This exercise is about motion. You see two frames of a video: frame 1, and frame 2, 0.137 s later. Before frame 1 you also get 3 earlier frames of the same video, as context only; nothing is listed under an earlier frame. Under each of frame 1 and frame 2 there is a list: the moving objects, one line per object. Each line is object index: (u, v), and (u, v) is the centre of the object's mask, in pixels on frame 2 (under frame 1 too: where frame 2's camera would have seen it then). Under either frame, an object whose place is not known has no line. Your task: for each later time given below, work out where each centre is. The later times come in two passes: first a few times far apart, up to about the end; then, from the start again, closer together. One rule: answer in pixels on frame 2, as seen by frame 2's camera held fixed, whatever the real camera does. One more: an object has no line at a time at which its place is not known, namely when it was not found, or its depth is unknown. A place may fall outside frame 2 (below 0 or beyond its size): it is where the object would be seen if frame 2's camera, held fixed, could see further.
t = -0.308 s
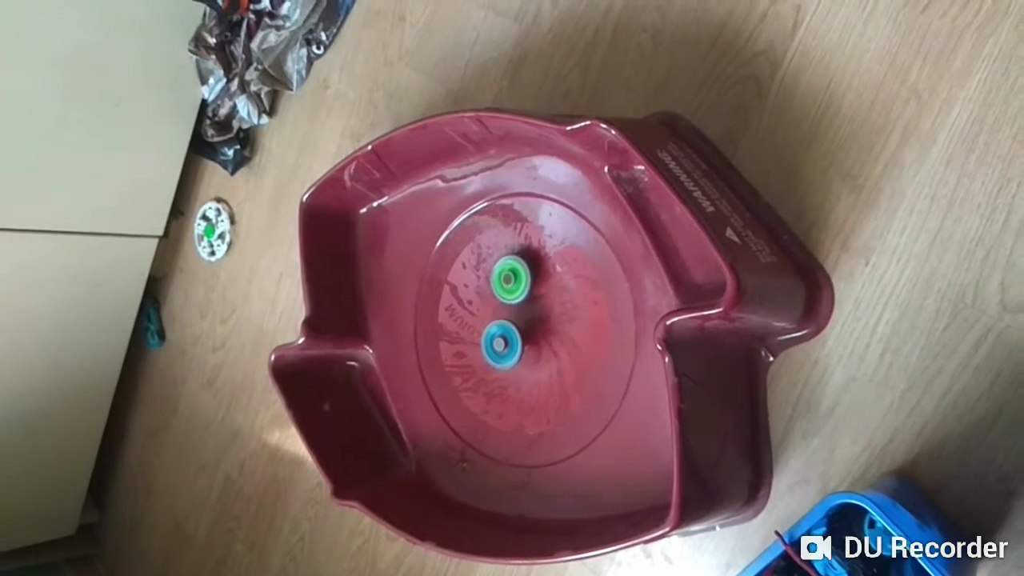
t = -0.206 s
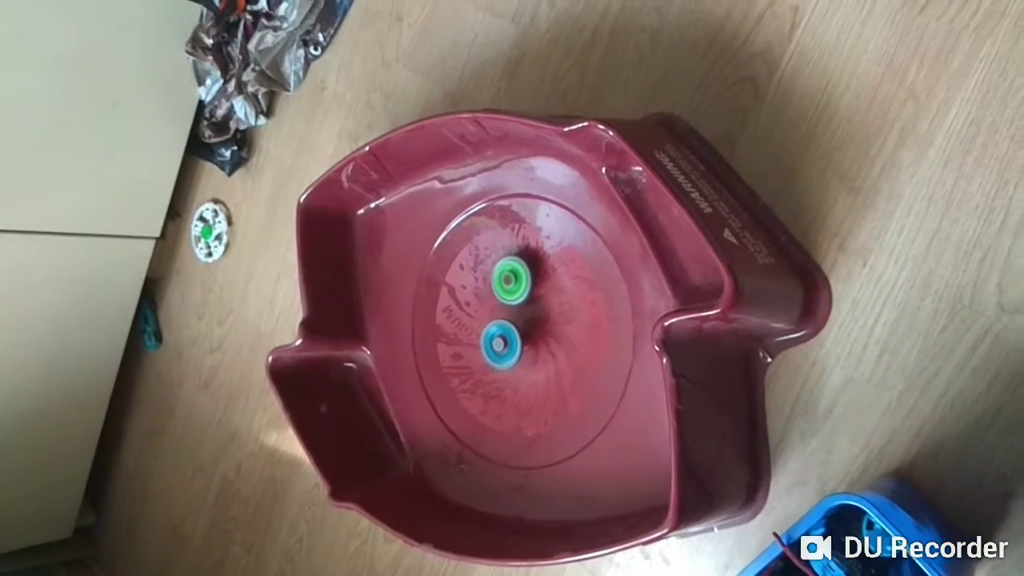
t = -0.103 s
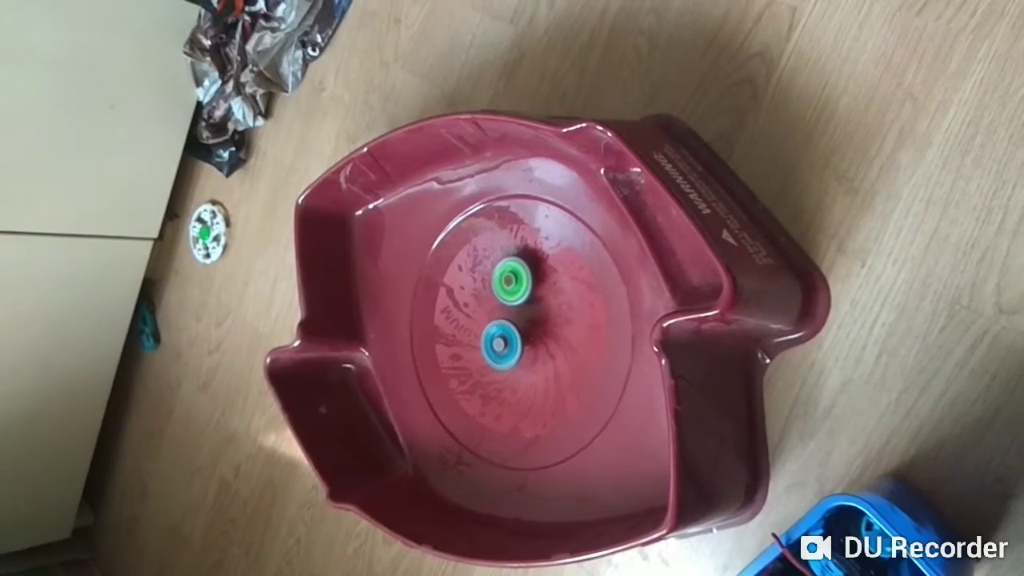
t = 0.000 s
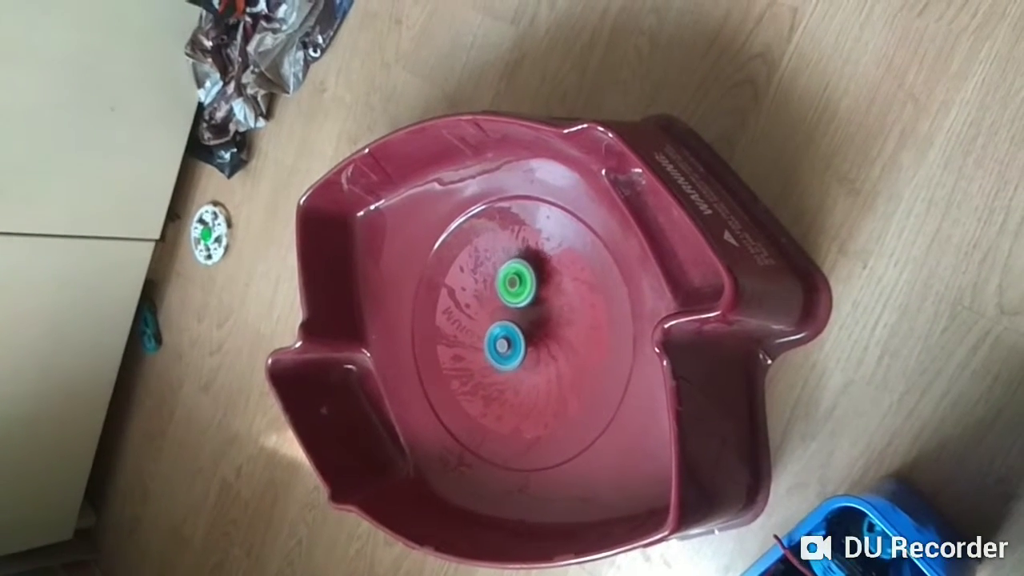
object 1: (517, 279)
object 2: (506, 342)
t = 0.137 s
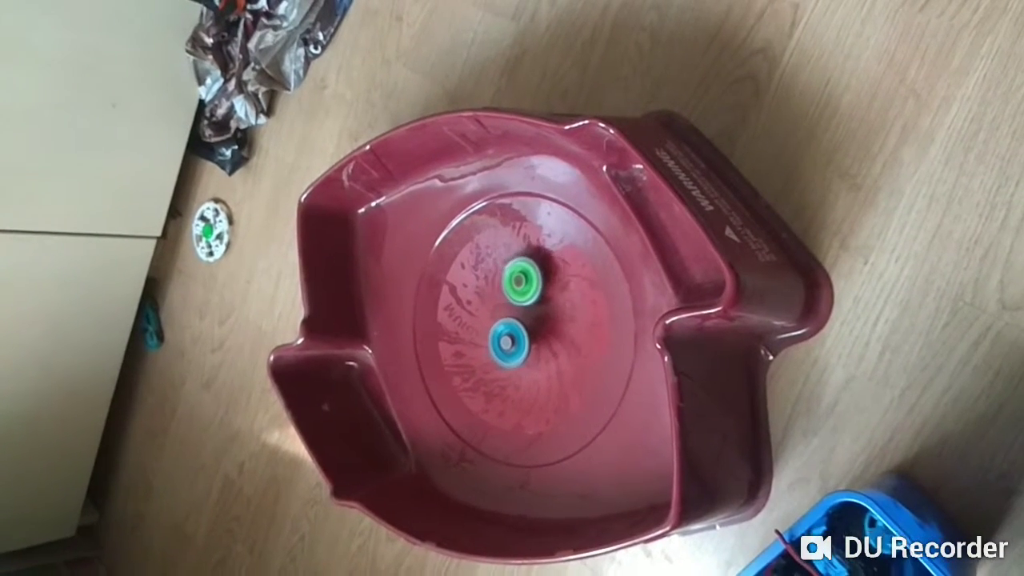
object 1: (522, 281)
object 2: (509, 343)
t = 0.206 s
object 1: (524, 282)
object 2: (510, 343)
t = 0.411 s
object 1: (533, 288)
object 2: (513, 347)
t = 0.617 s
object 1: (542, 294)
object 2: (515, 351)
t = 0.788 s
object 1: (548, 301)
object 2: (515, 356)
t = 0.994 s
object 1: (552, 307)
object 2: (514, 360)
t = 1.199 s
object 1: (554, 313)
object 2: (512, 361)
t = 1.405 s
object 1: (556, 324)
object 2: (511, 360)
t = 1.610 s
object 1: (557, 334)
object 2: (510, 357)
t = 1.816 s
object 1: (556, 343)
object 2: (508, 352)
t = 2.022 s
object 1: (553, 352)
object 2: (509, 349)
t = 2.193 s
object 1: (551, 359)
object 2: (511, 346)
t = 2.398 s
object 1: (549, 365)
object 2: (512, 343)
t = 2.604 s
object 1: (547, 368)
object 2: (512, 343)
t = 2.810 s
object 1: (542, 372)
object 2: (512, 341)
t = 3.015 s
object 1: (537, 377)
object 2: (512, 340)
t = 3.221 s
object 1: (531, 380)
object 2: (512, 340)
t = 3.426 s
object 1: (524, 382)
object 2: (512, 340)
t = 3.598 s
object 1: (515, 382)
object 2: (512, 340)
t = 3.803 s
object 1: (505, 381)
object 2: (513, 339)
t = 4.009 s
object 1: (499, 379)
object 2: (513, 340)
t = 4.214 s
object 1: (495, 375)
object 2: (513, 339)
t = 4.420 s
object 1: (486, 366)
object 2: (513, 340)
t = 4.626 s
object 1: (480, 356)
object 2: (514, 341)
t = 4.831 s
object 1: (477, 348)
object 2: (514, 341)
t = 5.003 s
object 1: (475, 343)
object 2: (514, 340)
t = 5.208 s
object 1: (475, 339)
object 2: (513, 340)
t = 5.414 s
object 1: (477, 328)
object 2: (514, 339)
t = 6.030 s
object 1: (493, 295)
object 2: (514, 340)
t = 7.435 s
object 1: (538, 291)
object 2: (514, 340)
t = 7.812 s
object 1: (553, 304)
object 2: (513, 340)
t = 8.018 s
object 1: (554, 305)
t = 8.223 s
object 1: (555, 315)
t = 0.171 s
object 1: (523, 282)
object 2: (509, 343)
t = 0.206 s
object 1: (524, 282)
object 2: (510, 343)
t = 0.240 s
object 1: (526, 283)
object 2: (510, 344)
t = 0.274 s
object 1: (527, 284)
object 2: (511, 344)
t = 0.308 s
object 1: (529, 285)
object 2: (511, 345)
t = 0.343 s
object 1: (530, 286)
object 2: (512, 345)
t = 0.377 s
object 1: (532, 287)
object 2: (512, 346)
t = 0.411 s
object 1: (533, 288)
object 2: (513, 347)
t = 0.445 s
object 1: (535, 289)
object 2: (513, 347)
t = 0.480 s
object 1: (536, 290)
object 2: (514, 348)
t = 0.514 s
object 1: (538, 291)
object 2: (514, 349)
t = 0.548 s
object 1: (539, 292)
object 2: (514, 350)
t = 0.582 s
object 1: (540, 293)
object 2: (514, 351)
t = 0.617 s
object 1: (542, 294)
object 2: (515, 351)
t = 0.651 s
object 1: (543, 295)
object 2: (515, 352)
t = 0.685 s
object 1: (544, 296)
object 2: (515, 353)
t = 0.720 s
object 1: (546, 298)
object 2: (515, 355)
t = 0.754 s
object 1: (547, 299)
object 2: (515, 355)
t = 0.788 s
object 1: (548, 301)
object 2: (515, 356)
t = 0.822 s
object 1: (549, 302)
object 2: (515, 358)
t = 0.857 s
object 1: (549, 302)
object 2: (515, 358)
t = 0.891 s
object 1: (550, 304)
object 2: (514, 359)
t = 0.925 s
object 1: (551, 305)
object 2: (514, 359)
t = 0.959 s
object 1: (551, 306)
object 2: (514, 359)
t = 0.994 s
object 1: (552, 307)
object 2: (514, 360)
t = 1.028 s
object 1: (553, 308)
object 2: (514, 360)
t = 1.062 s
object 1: (553, 309)
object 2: (513, 360)
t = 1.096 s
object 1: (554, 310)
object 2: (513, 361)
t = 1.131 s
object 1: (554, 311)
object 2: (513, 361)
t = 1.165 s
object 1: (554, 312)
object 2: (513, 361)
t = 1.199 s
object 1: (554, 313)
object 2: (512, 361)
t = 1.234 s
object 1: (554, 314)
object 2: (512, 361)
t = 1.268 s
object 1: (555, 316)
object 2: (512, 361)
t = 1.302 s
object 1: (555, 318)
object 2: (512, 361)
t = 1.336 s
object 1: (555, 320)
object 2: (512, 361)
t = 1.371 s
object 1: (555, 322)
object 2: (512, 361)
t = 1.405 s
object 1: (556, 324)
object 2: (511, 360)
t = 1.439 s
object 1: (556, 326)
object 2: (511, 360)
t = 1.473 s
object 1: (556, 328)
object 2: (511, 360)
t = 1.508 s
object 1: (556, 330)
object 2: (511, 359)
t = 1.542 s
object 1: (557, 331)
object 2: (510, 359)
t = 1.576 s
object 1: (557, 333)
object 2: (510, 358)
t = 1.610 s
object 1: (557, 334)
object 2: (510, 357)
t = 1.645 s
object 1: (557, 335)
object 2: (509, 356)
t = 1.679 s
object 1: (556, 337)
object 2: (509, 355)
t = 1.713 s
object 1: (556, 338)
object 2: (509, 354)
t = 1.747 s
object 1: (556, 340)
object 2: (509, 354)
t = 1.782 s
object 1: (556, 341)
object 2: (509, 353)
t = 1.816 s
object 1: (556, 343)
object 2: (508, 352)
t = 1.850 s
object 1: (556, 345)
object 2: (508, 352)
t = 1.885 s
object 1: (555, 346)
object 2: (509, 351)
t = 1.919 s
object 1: (555, 348)
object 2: (509, 351)
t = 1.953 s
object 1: (554, 349)
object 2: (509, 350)
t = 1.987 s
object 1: (554, 350)
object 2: (509, 349)
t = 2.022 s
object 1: (553, 352)
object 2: (509, 349)
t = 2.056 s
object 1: (553, 353)
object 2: (509, 348)
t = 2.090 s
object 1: (552, 355)
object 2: (510, 348)
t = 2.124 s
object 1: (552, 356)
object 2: (510, 347)
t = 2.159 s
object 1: (552, 357)
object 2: (511, 347)
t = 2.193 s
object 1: (551, 359)
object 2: (511, 346)
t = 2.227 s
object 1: (551, 360)
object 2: (511, 346)
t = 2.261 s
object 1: (550, 361)
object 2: (511, 346)
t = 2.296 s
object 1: (550, 362)
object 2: (512, 346)
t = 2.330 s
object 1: (550, 363)
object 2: (512, 345)
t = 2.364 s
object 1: (549, 364)
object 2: (512, 344)
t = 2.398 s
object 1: (549, 365)
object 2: (512, 343)
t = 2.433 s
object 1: (548, 366)
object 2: (512, 343)
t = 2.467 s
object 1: (548, 366)
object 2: (512, 343)
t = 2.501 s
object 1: (548, 367)
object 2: (512, 343)
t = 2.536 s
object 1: (548, 367)
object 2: (512, 343)
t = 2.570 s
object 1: (547, 367)
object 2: (512, 343)
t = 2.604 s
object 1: (547, 368)
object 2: (512, 343)
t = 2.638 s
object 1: (546, 368)
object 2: (512, 343)
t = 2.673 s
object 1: (546, 369)
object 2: (512, 343)
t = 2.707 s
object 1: (545, 370)
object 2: (512, 343)
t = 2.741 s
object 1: (544, 370)
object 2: (512, 343)
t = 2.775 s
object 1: (543, 371)
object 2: (512, 342)
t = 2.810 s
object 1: (542, 372)
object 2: (512, 341)
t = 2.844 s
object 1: (541, 373)
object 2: (512, 341)
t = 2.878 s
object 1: (541, 373)
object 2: (512, 340)
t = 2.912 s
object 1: (539, 374)
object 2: (512, 340)
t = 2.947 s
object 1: (539, 375)
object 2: (512, 340)
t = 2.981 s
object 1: (538, 376)
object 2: (512, 340)
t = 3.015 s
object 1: (537, 377)
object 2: (512, 340)
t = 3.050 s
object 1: (536, 377)
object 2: (512, 340)
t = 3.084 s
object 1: (535, 378)
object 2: (512, 340)
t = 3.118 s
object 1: (534, 379)
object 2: (512, 340)
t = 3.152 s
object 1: (533, 379)
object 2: (512, 340)
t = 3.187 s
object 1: (532, 380)
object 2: (512, 340)
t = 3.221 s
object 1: (531, 380)
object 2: (512, 340)
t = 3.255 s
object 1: (530, 381)
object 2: (512, 340)
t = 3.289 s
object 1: (529, 381)
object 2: (512, 340)
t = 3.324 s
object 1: (528, 381)
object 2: (512, 340)
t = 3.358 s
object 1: (527, 381)
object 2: (512, 340)
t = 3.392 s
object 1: (526, 382)
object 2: (512, 340)
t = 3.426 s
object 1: (524, 382)
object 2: (512, 340)
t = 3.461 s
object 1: (523, 382)
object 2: (512, 340)
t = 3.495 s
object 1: (521, 382)
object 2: (512, 340)
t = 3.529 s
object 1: (519, 382)
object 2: (512, 340)
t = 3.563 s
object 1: (517, 382)
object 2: (512, 340)
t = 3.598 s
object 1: (515, 382)
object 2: (512, 340)
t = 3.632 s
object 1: (513, 382)
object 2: (513, 340)
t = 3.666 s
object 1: (511, 382)
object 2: (512, 340)
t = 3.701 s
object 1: (510, 381)
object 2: (512, 340)
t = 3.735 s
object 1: (508, 381)
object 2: (513, 340)
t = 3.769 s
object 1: (506, 381)
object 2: (513, 340)
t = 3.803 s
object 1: (505, 381)
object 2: (513, 339)
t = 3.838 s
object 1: (504, 380)
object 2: (513, 339)
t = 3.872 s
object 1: (502, 380)
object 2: (513, 339)
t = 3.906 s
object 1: (501, 380)
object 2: (513, 340)
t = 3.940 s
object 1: (501, 380)
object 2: (513, 340)
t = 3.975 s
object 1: (500, 380)
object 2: (513, 340)
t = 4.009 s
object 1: (499, 379)
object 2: (513, 340)
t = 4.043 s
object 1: (499, 379)
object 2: (513, 340)
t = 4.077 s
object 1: (498, 378)
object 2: (513, 340)
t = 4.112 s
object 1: (498, 378)
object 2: (513, 340)
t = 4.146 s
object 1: (496, 377)
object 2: (513, 340)
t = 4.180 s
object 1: (496, 376)
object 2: (513, 340)
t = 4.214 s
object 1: (495, 375)
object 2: (513, 339)
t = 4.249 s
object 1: (493, 374)
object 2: (513, 340)
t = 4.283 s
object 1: (492, 372)
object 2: (514, 340)
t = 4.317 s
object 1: (491, 370)
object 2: (513, 340)
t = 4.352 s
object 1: (489, 368)
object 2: (513, 340)
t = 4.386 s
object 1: (488, 367)
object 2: (513, 340)
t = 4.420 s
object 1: (486, 366)
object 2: (513, 340)
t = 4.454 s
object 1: (485, 364)
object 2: (513, 340)
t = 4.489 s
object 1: (484, 362)
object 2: (514, 340)
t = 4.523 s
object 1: (483, 360)
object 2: (514, 340)
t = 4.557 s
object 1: (482, 358)
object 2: (514, 340)
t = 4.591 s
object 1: (481, 357)
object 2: (514, 341)
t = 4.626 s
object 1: (480, 356)
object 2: (514, 341)
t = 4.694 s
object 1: (479, 353)
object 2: (514, 341)
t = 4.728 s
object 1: (479, 351)
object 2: (514, 341)
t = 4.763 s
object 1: (478, 350)
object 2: (514, 341)
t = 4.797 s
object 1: (477, 349)
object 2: (514, 341)
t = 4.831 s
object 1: (477, 348)
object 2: (514, 341)
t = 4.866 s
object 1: (476, 348)
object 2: (514, 341)
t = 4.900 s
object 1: (476, 346)
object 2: (514, 341)
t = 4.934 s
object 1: (476, 345)
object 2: (514, 341)
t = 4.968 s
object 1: (476, 344)
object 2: (514, 341)
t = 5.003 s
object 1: (475, 343)
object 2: (514, 340)
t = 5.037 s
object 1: (475, 343)
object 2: (514, 340)
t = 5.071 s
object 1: (475, 342)
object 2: (513, 340)
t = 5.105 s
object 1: (475, 341)
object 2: (514, 341)
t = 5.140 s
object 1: (476, 341)
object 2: (514, 341)
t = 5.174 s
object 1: (475, 340)
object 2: (514, 340)
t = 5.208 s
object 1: (475, 339)
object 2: (513, 340)
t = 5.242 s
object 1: (476, 336)
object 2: (514, 340)
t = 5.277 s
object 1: (476, 335)
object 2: (514, 340)
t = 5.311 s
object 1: (476, 334)
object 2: (514, 340)
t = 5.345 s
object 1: (477, 332)
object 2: (514, 339)
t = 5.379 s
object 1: (477, 330)
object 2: (514, 340)
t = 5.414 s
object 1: (477, 328)
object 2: (514, 339)
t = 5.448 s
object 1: (478, 326)
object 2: (514, 340)
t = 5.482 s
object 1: (478, 324)
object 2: (514, 339)
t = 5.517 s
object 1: (479, 322)
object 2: (514, 340)
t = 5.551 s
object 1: (480, 320)
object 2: (514, 339)
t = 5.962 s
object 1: (490, 298)
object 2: (514, 340)
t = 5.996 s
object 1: (491, 297)
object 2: (514, 340)
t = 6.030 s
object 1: (493, 295)
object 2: (514, 340)
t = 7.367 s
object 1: (534, 289)
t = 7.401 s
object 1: (536, 290)
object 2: (514, 340)
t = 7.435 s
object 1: (538, 291)
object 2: (514, 340)
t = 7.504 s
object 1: (540, 292)
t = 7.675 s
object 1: (549, 301)
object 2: (513, 340)
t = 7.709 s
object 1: (550, 301)
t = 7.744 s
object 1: (552, 302)
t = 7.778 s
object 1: (552, 303)
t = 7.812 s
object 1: (553, 304)
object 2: (513, 340)
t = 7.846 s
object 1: (553, 305)
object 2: (514, 340)
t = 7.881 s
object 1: (554, 305)
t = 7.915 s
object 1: (554, 305)
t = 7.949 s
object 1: (555, 305)
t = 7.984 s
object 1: (554, 304)
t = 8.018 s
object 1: (554, 305)
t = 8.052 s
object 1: (554, 305)
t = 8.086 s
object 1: (553, 306)
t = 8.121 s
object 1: (554, 308)
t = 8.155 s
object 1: (554, 310)
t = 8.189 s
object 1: (555, 313)
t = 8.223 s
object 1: (555, 315)
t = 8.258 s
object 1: (555, 318)
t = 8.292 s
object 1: (555, 320)
